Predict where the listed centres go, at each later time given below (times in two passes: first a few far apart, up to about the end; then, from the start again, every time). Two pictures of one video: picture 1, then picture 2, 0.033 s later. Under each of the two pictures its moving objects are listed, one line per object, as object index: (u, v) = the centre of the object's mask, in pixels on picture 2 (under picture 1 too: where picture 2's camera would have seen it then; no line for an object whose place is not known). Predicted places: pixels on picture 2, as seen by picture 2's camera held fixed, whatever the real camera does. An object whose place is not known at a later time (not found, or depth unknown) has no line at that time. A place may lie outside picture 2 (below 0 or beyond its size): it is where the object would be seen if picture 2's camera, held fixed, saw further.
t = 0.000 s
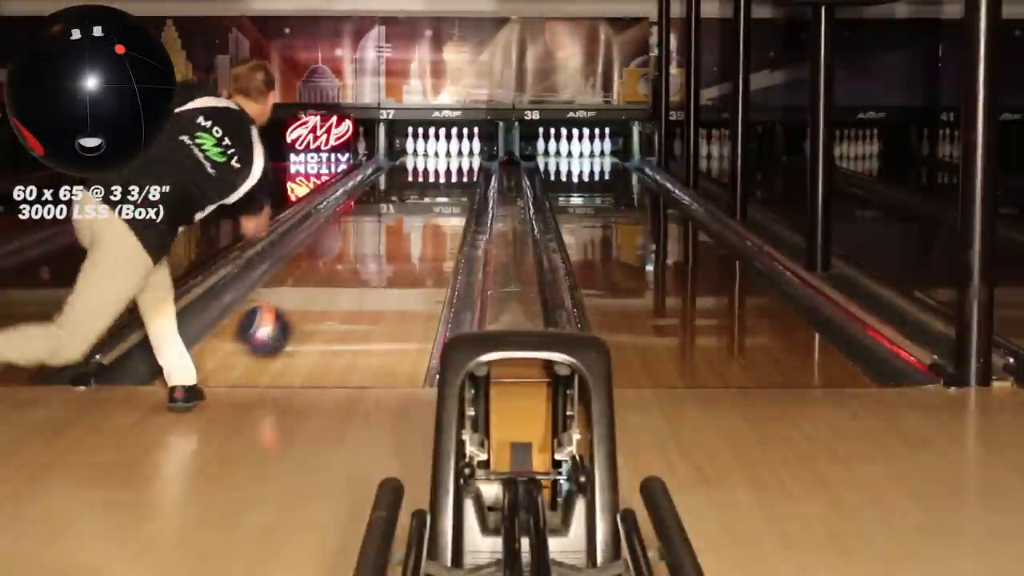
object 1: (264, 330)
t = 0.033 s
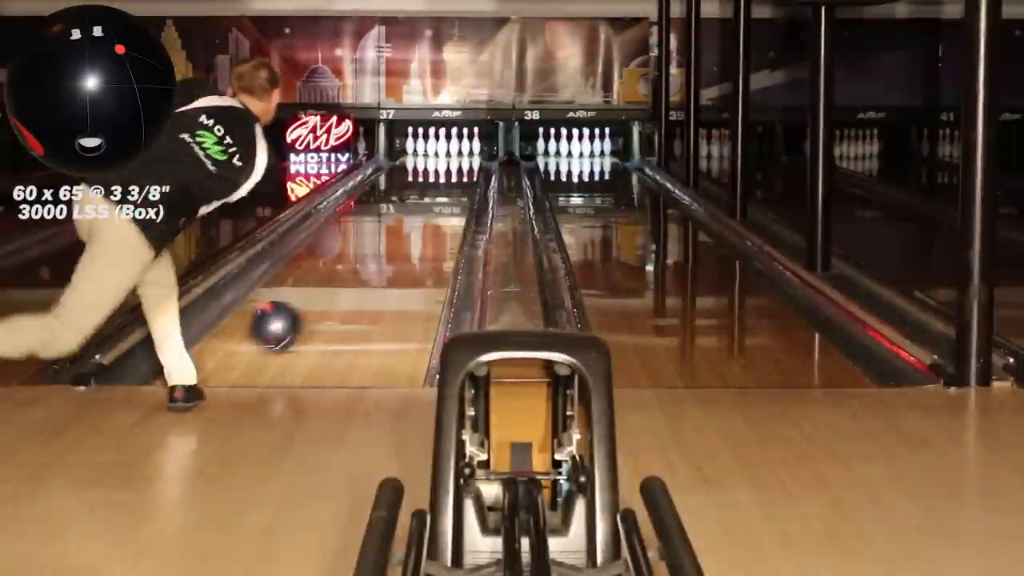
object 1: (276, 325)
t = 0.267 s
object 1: (339, 285)
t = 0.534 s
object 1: (386, 244)
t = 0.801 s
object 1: (418, 217)
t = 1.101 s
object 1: (441, 195)
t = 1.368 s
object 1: (454, 180)
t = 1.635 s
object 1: (462, 169)
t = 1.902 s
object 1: (460, 160)
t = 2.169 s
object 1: (452, 153)
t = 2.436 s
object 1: (442, 149)
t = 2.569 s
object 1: (435, 147)
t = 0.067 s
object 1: (286, 323)
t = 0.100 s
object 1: (297, 321)
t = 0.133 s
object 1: (307, 311)
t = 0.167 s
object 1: (316, 304)
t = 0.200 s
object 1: (323, 299)
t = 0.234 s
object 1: (332, 291)
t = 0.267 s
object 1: (339, 285)
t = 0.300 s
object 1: (346, 279)
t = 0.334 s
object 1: (352, 274)
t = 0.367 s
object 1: (360, 267)
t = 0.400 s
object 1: (365, 262)
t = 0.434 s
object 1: (371, 257)
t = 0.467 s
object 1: (376, 253)
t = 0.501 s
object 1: (382, 249)
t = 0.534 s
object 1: (386, 244)
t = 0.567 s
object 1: (391, 241)
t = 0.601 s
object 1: (395, 236)
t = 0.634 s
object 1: (399, 234)
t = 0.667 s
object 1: (404, 229)
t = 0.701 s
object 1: (408, 226)
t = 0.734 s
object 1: (411, 223)
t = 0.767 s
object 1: (414, 221)
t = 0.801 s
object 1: (418, 217)
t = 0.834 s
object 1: (421, 215)
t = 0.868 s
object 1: (424, 211)
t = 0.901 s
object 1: (427, 209)
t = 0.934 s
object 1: (430, 207)
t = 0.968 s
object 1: (432, 204)
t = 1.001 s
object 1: (435, 201)
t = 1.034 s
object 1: (437, 199)
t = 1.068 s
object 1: (439, 197)
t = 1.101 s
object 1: (441, 195)
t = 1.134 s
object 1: (443, 193)
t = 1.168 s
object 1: (444, 192)
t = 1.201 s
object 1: (447, 189)
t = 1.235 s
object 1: (448, 187)
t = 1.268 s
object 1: (450, 186)
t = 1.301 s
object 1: (451, 184)
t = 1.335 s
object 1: (453, 183)
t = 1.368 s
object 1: (454, 180)
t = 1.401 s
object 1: (456, 179)
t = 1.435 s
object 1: (456, 177)
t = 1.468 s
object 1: (458, 176)
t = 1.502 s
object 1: (459, 174)
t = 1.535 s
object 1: (461, 173)
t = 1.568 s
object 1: (461, 171)
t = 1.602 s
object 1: (462, 170)
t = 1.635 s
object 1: (462, 169)
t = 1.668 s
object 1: (463, 168)
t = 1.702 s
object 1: (463, 167)
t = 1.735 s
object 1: (463, 166)
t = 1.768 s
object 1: (463, 165)
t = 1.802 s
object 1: (462, 164)
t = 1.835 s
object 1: (462, 162)
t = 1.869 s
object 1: (461, 161)
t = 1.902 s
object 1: (460, 160)
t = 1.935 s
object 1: (460, 159)
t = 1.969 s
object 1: (459, 158)
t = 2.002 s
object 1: (458, 157)
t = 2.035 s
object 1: (457, 156)
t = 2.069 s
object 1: (455, 156)
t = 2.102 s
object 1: (454, 155)
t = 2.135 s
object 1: (453, 154)
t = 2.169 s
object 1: (452, 153)
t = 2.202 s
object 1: (450, 153)
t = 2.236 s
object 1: (448, 152)
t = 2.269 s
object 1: (447, 151)
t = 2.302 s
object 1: (445, 150)
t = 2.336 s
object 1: (445, 150)
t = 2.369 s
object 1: (444, 150)
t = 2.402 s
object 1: (444, 149)
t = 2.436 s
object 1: (442, 149)
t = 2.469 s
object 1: (441, 148)
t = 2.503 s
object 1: (438, 148)
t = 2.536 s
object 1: (435, 147)
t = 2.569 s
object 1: (435, 147)
